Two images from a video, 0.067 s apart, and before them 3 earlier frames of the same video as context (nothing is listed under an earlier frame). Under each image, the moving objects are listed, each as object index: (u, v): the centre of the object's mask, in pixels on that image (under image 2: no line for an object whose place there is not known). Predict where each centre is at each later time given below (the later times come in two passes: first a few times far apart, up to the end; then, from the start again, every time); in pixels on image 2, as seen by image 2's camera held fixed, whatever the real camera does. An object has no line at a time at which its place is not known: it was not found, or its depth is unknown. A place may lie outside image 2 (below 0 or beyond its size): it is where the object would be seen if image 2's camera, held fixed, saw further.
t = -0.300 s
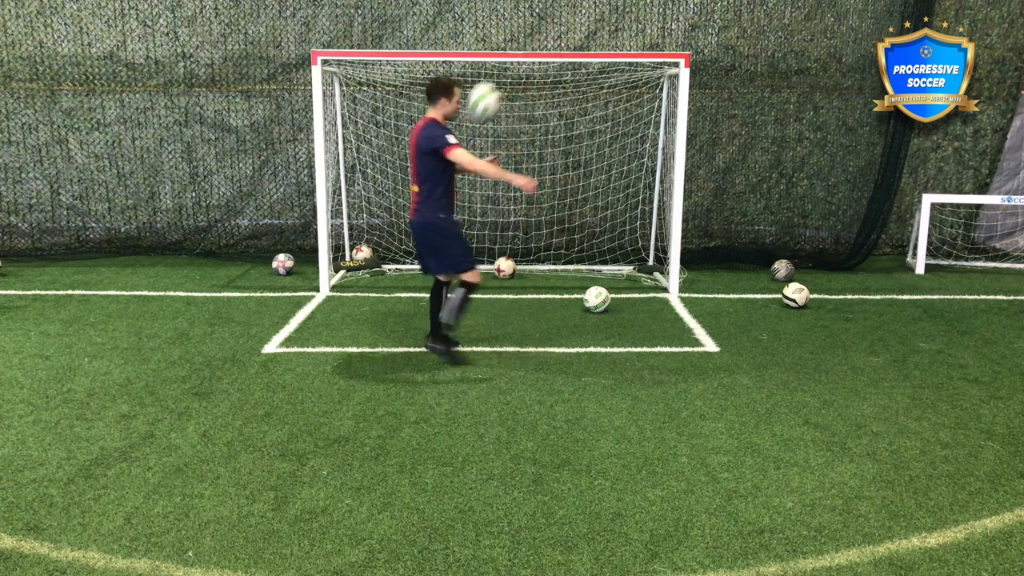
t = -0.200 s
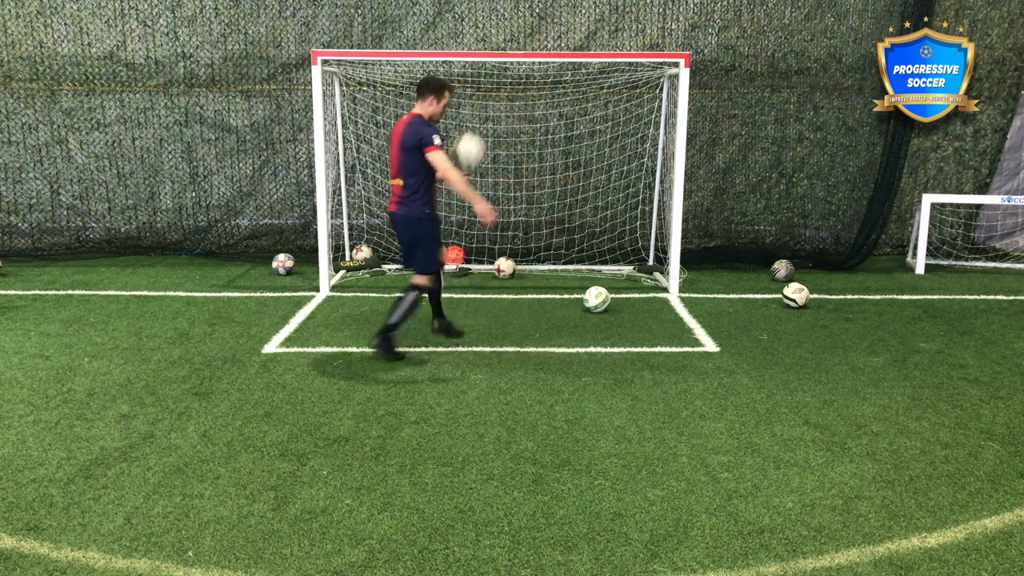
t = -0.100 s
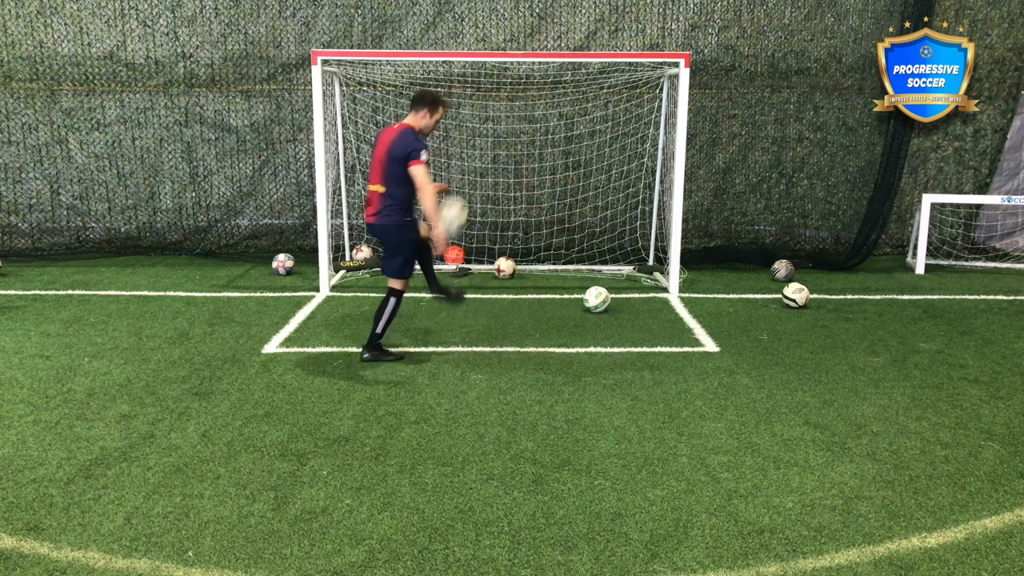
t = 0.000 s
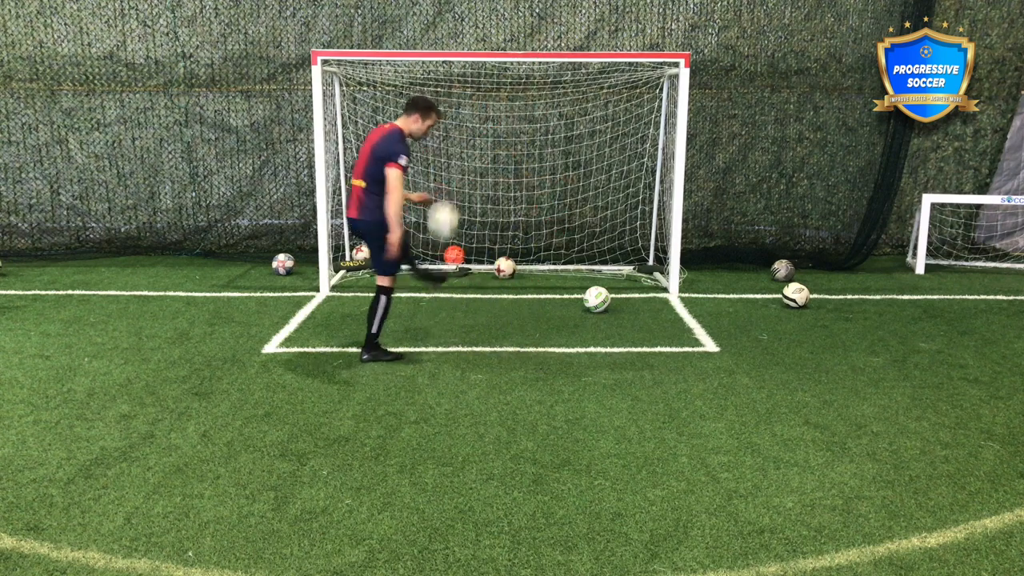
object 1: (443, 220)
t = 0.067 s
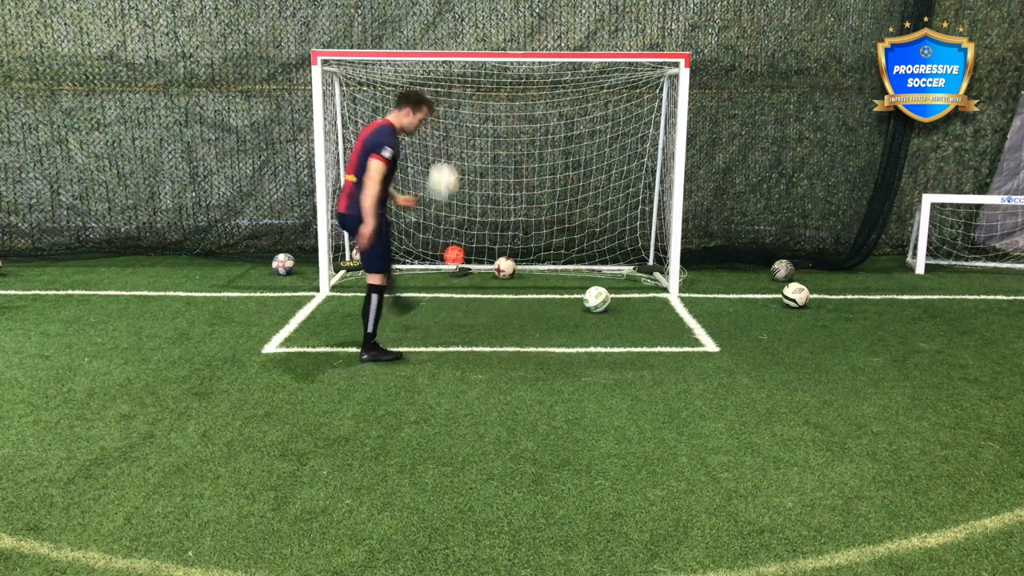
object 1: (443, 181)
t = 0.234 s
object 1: (441, 111)
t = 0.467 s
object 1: (442, 84)
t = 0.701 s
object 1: (442, 137)
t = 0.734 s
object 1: (443, 152)
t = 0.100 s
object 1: (442, 164)
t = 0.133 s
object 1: (442, 148)
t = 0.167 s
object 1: (441, 135)
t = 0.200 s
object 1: (441, 122)
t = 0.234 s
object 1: (441, 111)
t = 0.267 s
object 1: (441, 102)
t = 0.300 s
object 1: (441, 94)
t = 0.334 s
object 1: (441, 88)
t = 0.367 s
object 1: (441, 85)
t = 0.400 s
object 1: (441, 83)
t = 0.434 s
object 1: (441, 82)
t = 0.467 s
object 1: (442, 84)
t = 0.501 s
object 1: (442, 85)
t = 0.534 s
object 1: (442, 90)
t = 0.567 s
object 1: (442, 96)
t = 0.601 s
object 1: (442, 104)
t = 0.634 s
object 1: (442, 113)
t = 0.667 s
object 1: (443, 125)
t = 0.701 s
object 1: (442, 137)
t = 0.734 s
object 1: (443, 152)
